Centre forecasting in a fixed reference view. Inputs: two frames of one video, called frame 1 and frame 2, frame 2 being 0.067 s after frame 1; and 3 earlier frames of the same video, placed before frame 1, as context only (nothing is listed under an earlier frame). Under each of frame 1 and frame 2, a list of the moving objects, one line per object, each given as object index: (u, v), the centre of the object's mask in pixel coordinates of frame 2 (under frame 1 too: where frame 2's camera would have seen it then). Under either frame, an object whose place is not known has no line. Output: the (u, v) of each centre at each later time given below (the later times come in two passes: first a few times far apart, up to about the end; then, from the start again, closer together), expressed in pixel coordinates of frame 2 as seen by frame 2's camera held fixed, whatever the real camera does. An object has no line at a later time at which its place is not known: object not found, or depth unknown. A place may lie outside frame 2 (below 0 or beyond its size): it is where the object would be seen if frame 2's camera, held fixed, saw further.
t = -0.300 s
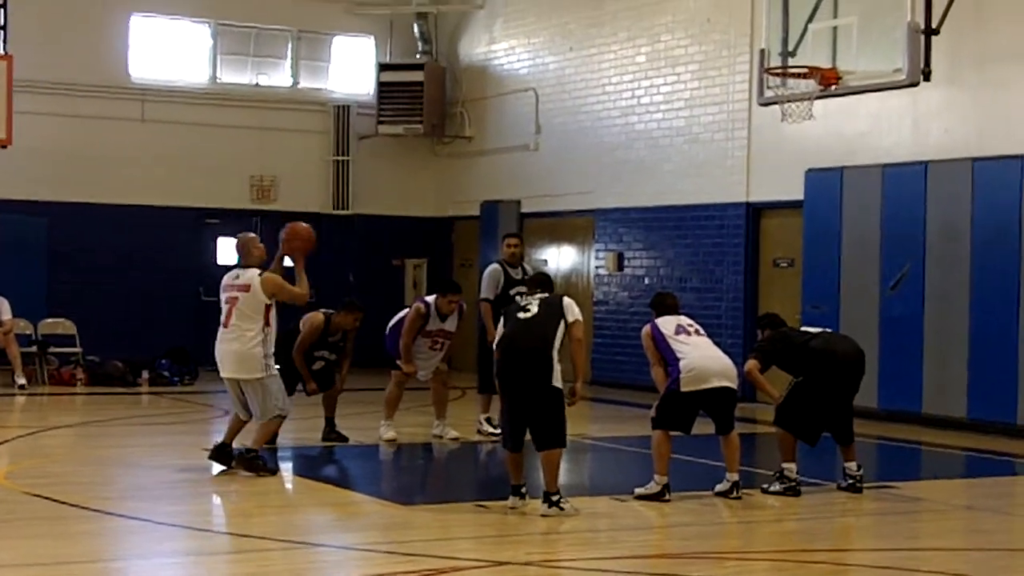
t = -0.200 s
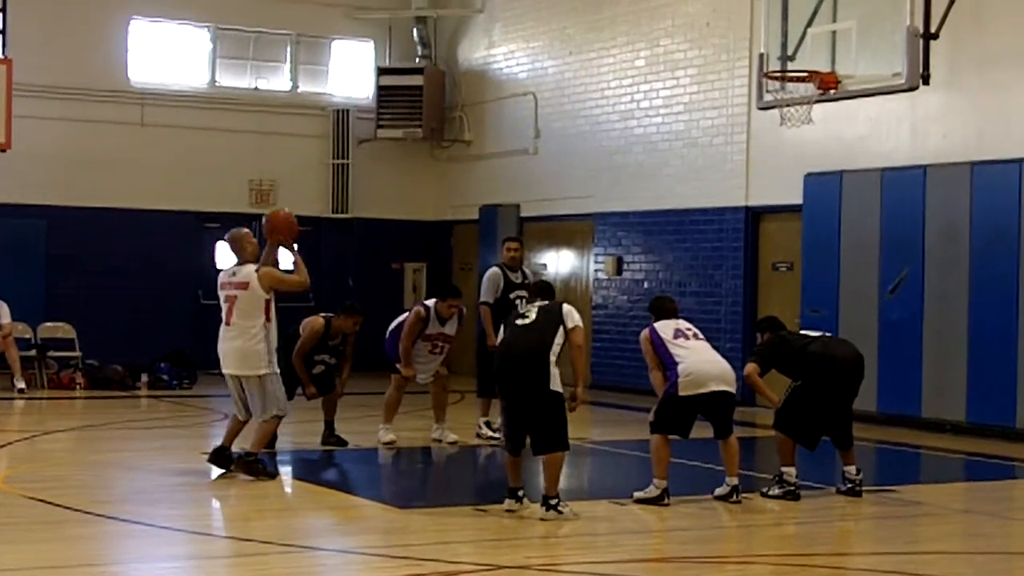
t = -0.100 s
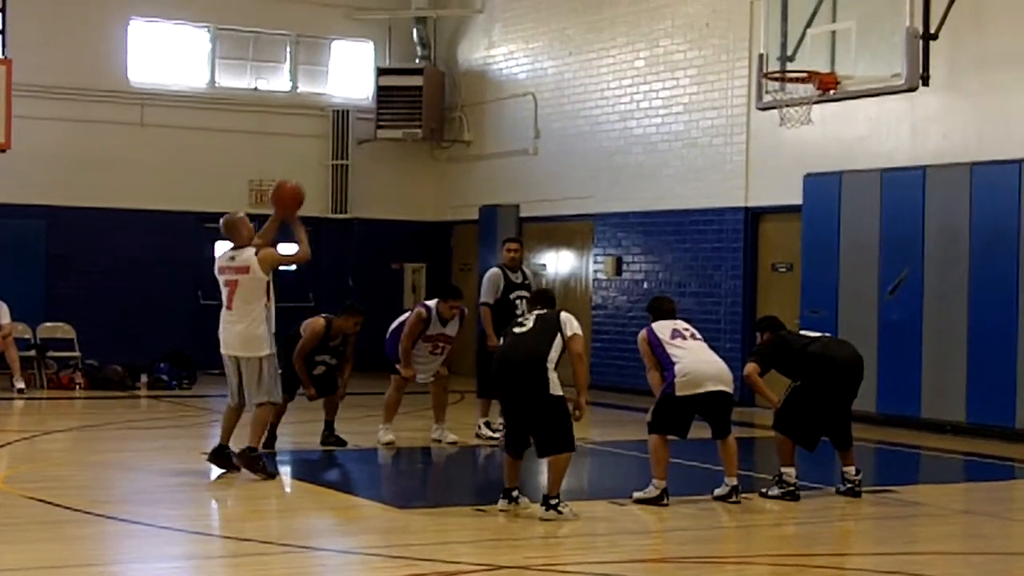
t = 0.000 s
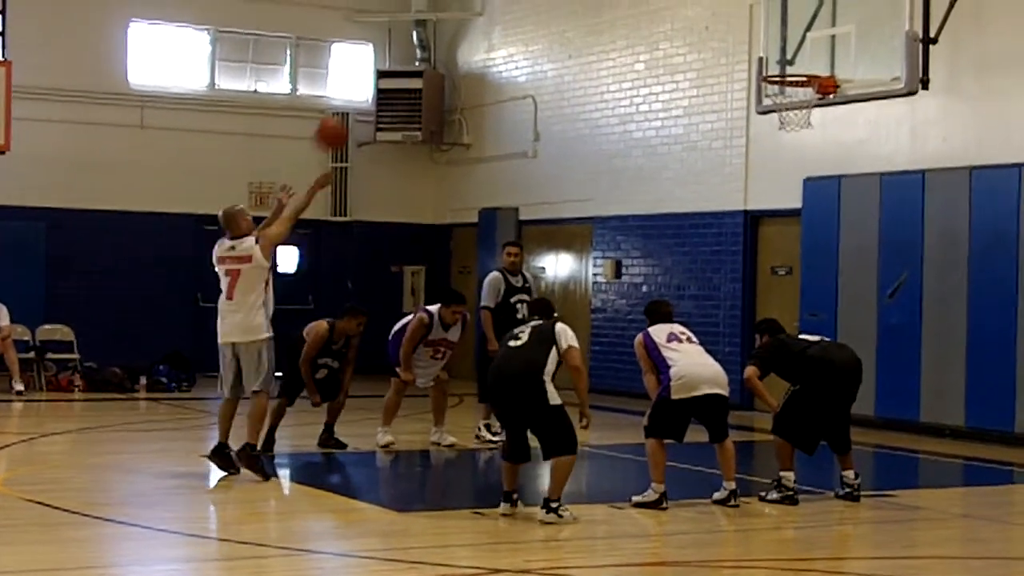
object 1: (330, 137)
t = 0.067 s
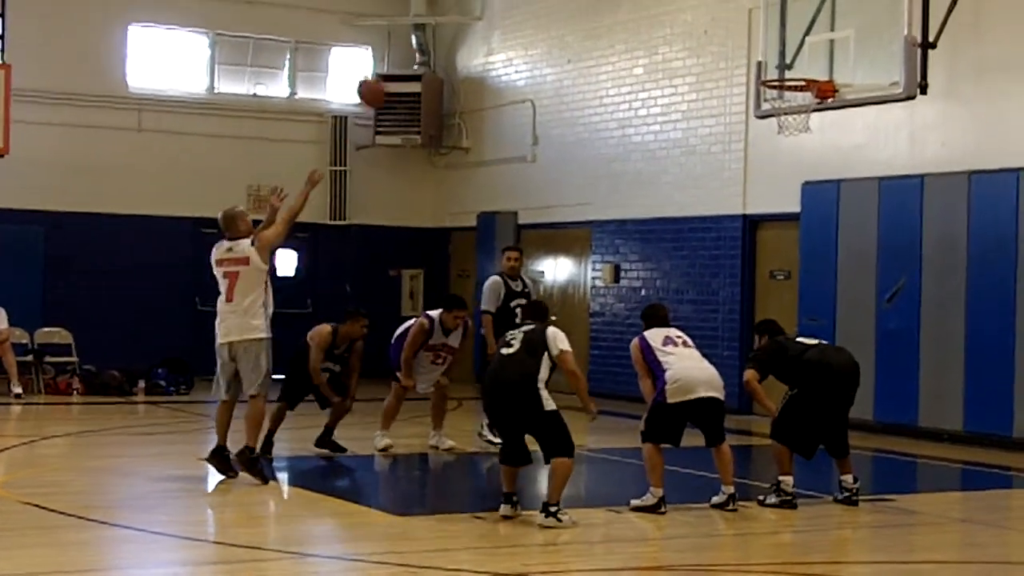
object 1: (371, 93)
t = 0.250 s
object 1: (472, 8)
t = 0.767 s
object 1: (724, 9)
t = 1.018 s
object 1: (789, 71)
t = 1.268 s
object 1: (748, 60)
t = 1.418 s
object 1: (731, 83)
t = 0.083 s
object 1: (380, 84)
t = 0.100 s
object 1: (389, 73)
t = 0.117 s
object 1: (399, 63)
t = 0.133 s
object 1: (408, 55)
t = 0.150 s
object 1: (417, 47)
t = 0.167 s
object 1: (427, 39)
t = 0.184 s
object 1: (435, 32)
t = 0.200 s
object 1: (445, 25)
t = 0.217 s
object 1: (454, 18)
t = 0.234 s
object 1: (463, 12)
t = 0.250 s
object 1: (472, 8)
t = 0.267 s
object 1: (482, 5)
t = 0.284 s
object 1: (490, 3)
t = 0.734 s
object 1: (710, 1)
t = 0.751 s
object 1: (716, 4)
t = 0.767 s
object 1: (724, 9)
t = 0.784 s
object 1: (730, 14)
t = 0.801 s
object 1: (738, 21)
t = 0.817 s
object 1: (745, 27)
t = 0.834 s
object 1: (752, 34)
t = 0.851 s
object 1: (760, 41)
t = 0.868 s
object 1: (766, 48)
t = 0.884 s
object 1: (774, 56)
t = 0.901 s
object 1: (781, 63)
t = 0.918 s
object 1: (789, 70)
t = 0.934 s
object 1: (794, 77)
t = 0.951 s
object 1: (796, 78)
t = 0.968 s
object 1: (796, 78)
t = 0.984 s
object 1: (797, 78)
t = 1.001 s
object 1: (796, 77)
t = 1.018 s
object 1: (789, 71)
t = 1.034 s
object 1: (784, 72)
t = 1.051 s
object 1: (779, 69)
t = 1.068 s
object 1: (773, 69)
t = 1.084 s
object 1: (769, 68)
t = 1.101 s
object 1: (767, 67)
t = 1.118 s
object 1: (765, 65)
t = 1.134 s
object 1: (763, 63)
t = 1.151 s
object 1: (761, 62)
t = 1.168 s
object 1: (759, 60)
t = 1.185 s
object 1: (758, 59)
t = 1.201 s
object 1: (756, 59)
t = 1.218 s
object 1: (754, 59)
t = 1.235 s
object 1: (752, 59)
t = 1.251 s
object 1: (750, 59)
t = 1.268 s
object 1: (748, 60)
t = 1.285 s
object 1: (746, 61)
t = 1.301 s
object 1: (744, 63)
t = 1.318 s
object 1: (743, 65)
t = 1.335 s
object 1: (741, 66)
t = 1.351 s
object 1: (738, 69)
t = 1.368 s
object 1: (736, 72)
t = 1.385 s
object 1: (735, 75)
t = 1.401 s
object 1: (733, 78)
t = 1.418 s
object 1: (731, 83)
